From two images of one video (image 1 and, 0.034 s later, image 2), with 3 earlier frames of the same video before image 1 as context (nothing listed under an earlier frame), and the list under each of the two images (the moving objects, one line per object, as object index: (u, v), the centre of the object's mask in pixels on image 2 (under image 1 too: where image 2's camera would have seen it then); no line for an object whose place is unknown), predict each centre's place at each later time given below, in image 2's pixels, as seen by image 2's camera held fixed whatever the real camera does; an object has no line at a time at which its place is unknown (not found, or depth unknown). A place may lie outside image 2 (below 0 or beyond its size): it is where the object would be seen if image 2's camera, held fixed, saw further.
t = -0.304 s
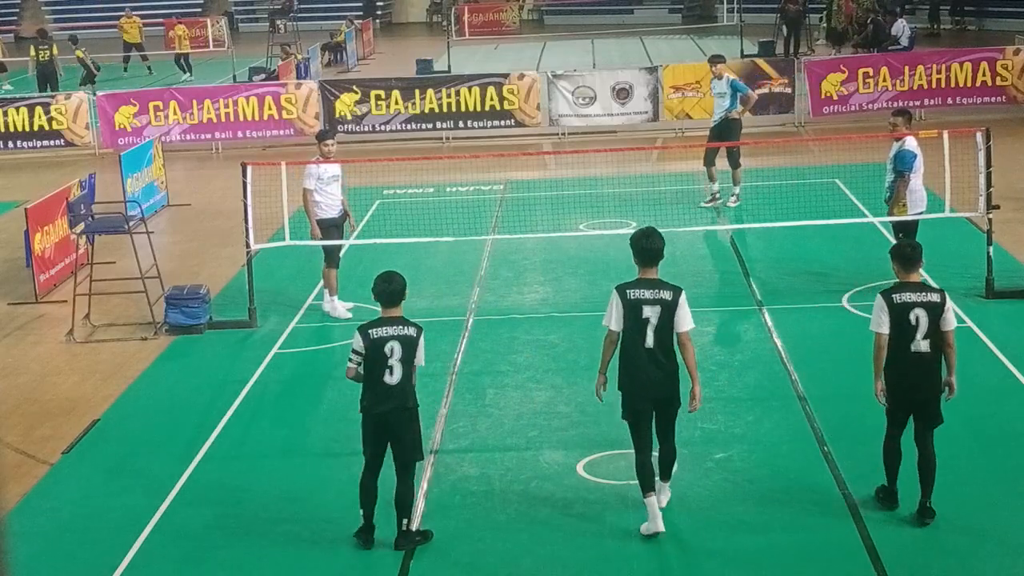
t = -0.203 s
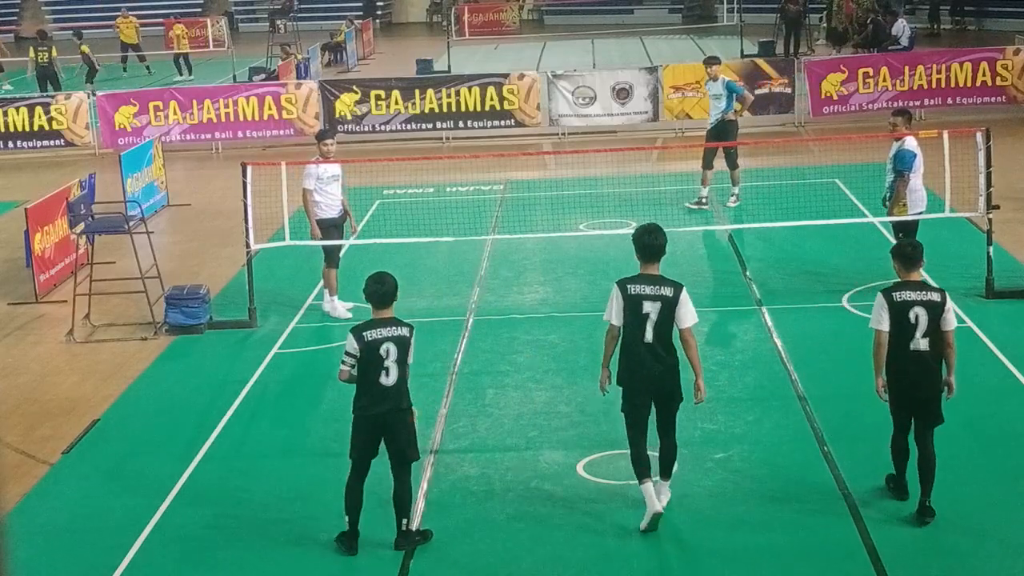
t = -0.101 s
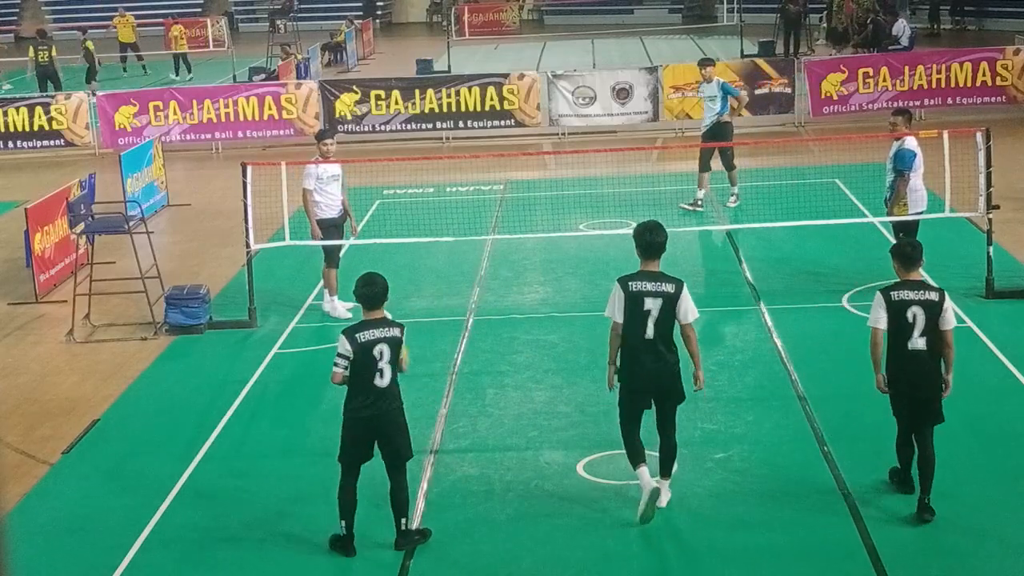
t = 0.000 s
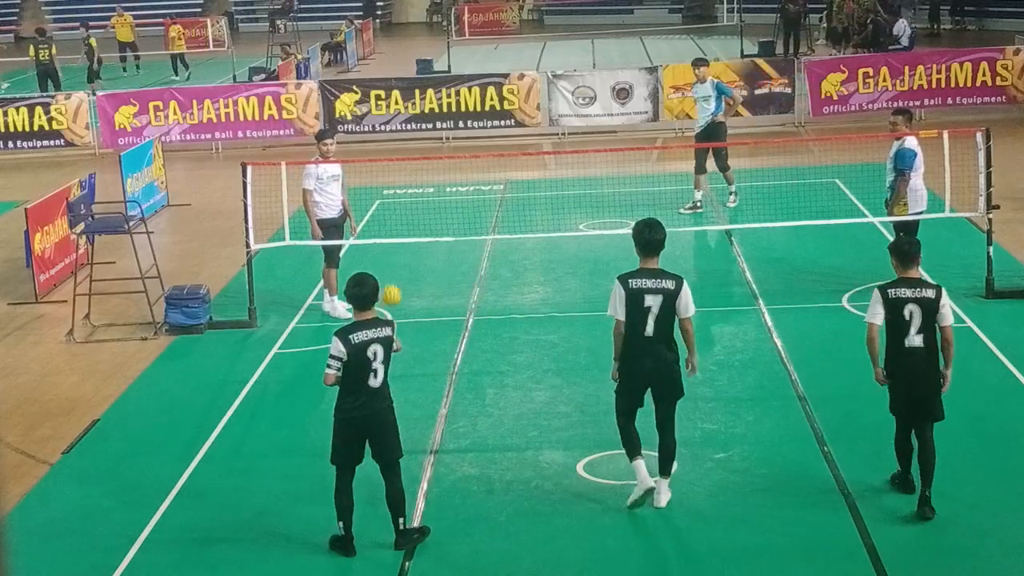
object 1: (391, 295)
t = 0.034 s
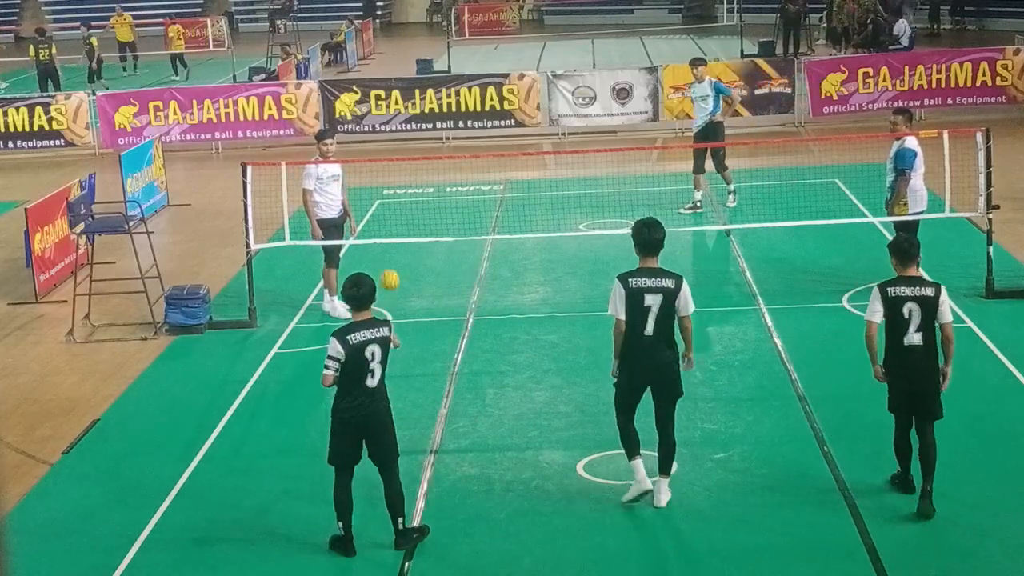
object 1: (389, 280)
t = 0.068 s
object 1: (387, 266)
